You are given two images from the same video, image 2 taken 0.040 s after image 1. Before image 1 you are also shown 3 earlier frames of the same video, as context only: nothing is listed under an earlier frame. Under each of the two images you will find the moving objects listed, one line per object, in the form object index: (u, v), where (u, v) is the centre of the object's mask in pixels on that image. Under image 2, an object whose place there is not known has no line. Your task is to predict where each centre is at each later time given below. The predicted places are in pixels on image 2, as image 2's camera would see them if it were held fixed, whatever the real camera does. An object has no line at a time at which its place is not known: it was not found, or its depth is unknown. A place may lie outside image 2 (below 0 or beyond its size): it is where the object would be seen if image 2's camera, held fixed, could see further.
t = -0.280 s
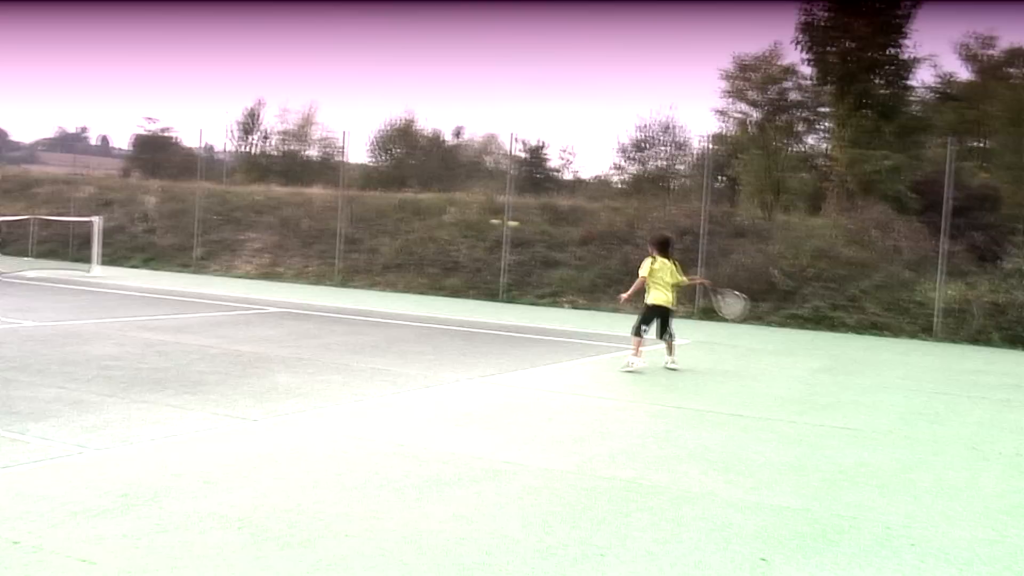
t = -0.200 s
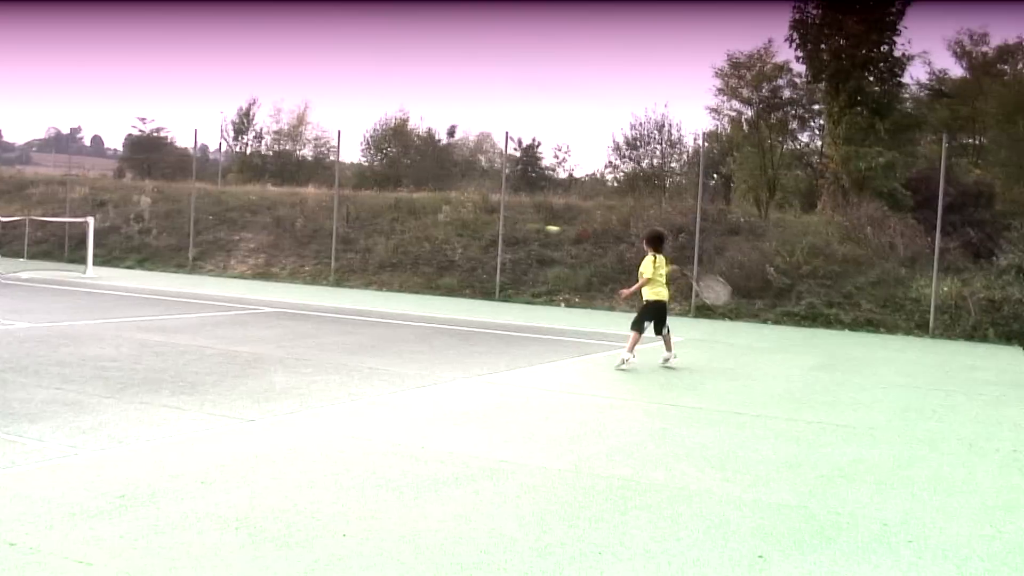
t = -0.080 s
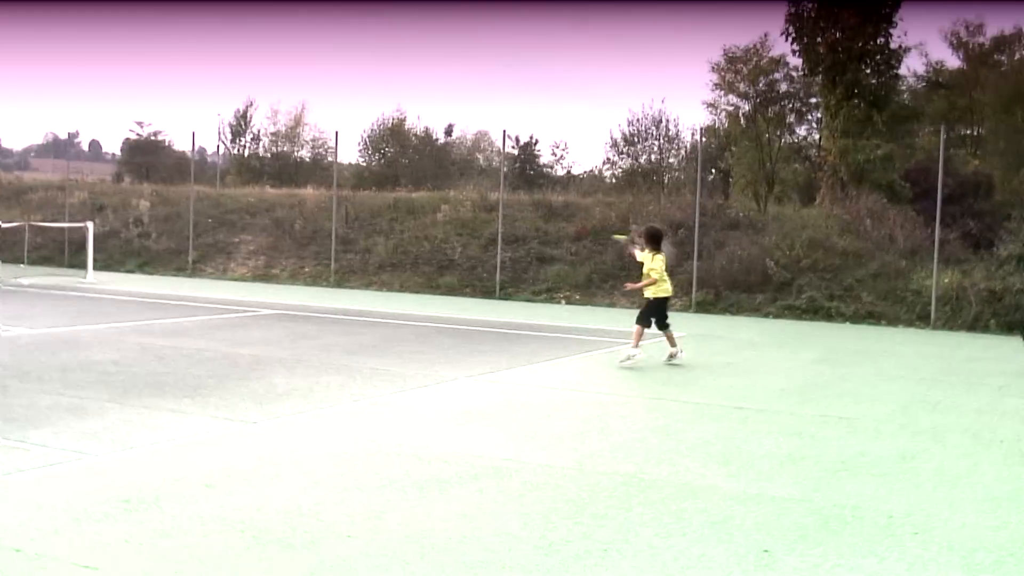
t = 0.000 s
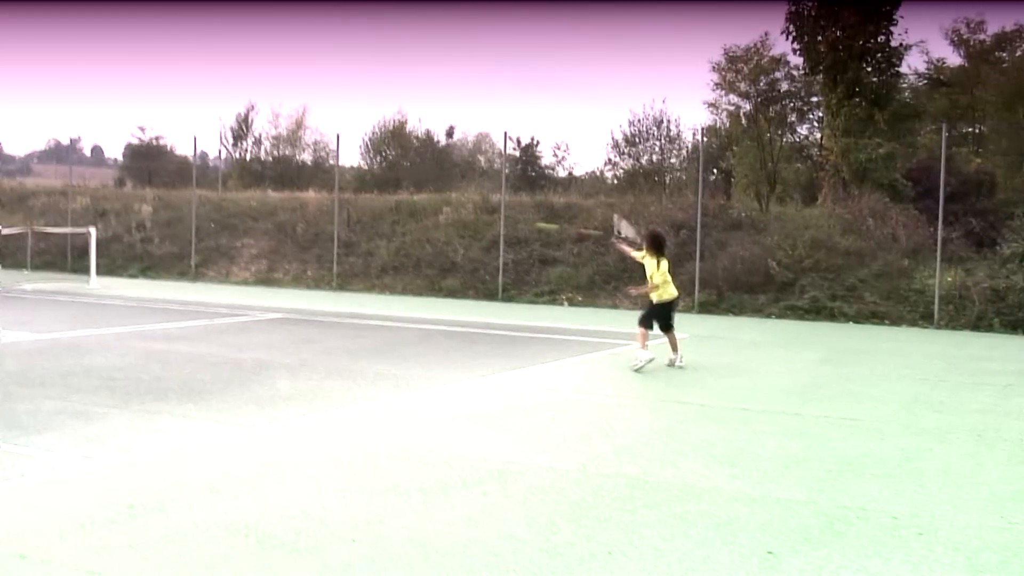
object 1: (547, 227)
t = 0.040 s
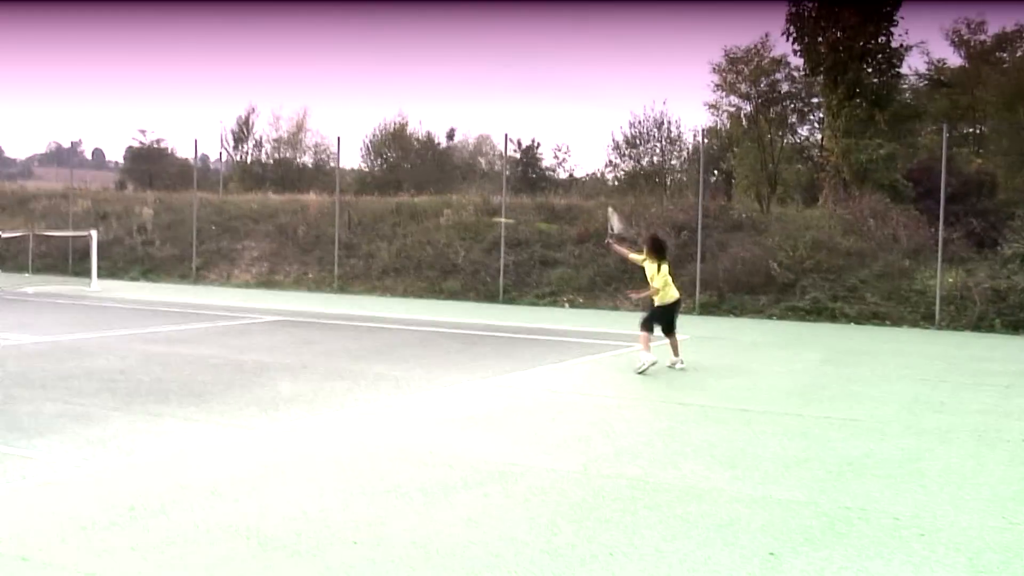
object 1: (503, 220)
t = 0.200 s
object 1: (341, 198)
